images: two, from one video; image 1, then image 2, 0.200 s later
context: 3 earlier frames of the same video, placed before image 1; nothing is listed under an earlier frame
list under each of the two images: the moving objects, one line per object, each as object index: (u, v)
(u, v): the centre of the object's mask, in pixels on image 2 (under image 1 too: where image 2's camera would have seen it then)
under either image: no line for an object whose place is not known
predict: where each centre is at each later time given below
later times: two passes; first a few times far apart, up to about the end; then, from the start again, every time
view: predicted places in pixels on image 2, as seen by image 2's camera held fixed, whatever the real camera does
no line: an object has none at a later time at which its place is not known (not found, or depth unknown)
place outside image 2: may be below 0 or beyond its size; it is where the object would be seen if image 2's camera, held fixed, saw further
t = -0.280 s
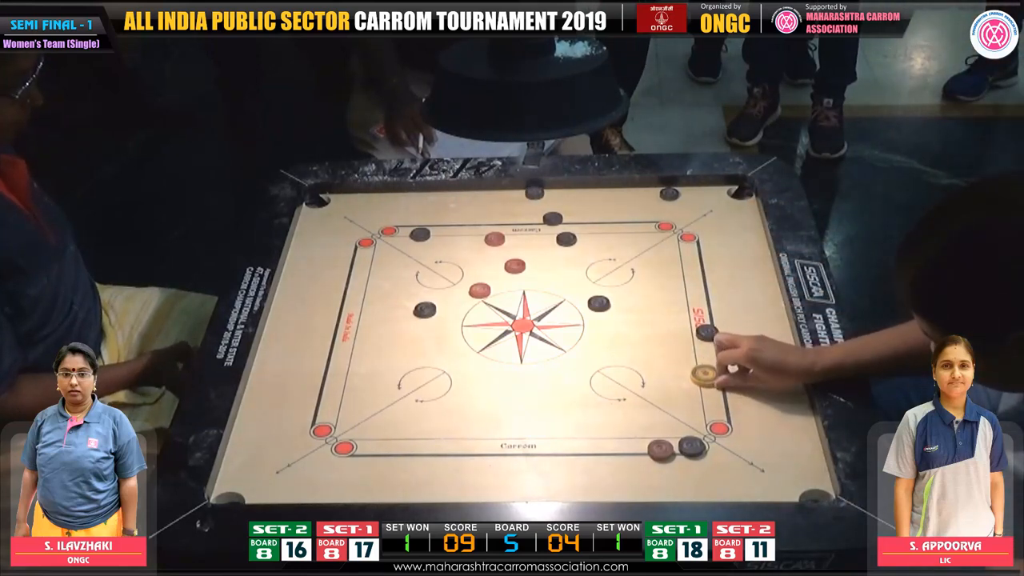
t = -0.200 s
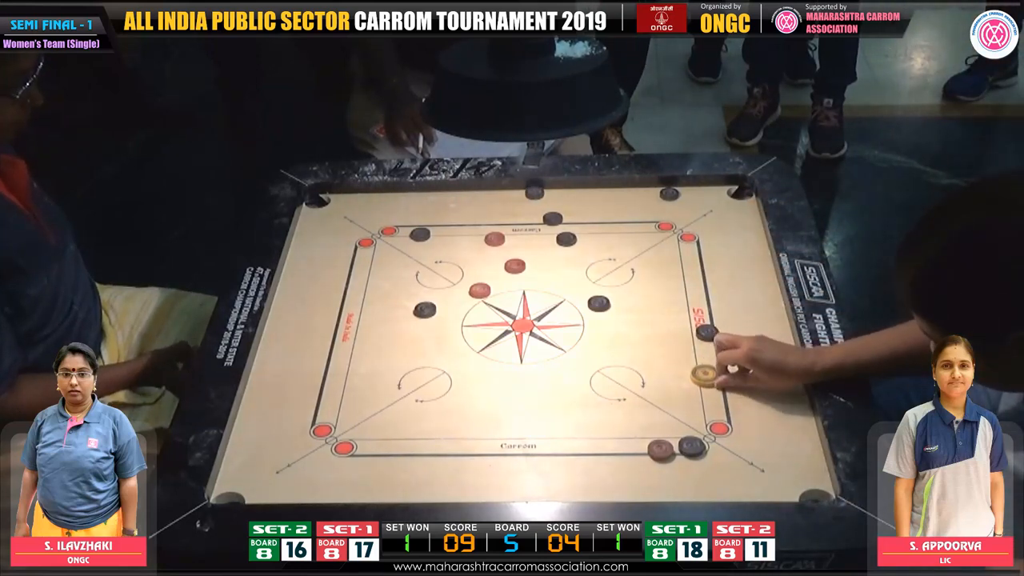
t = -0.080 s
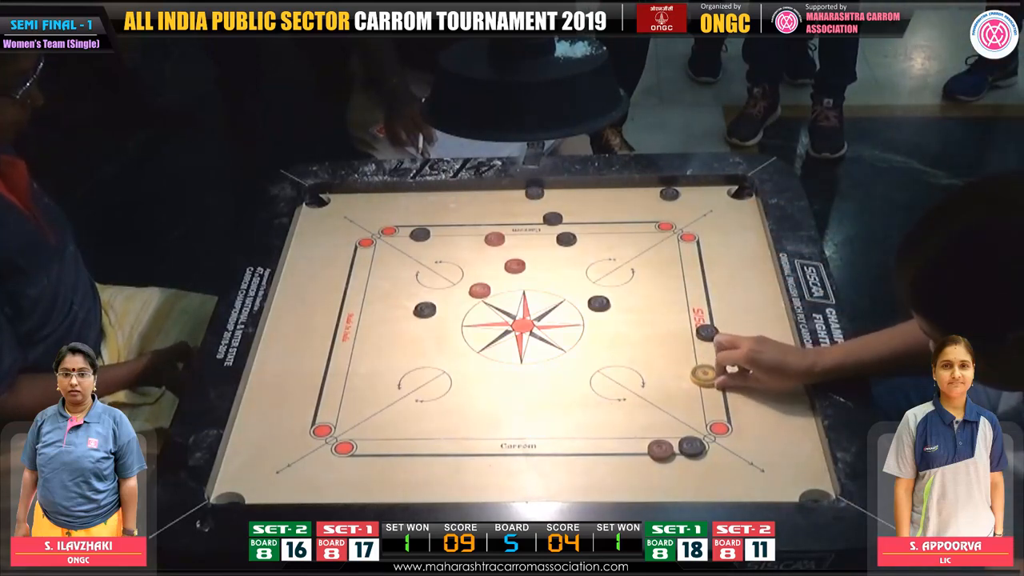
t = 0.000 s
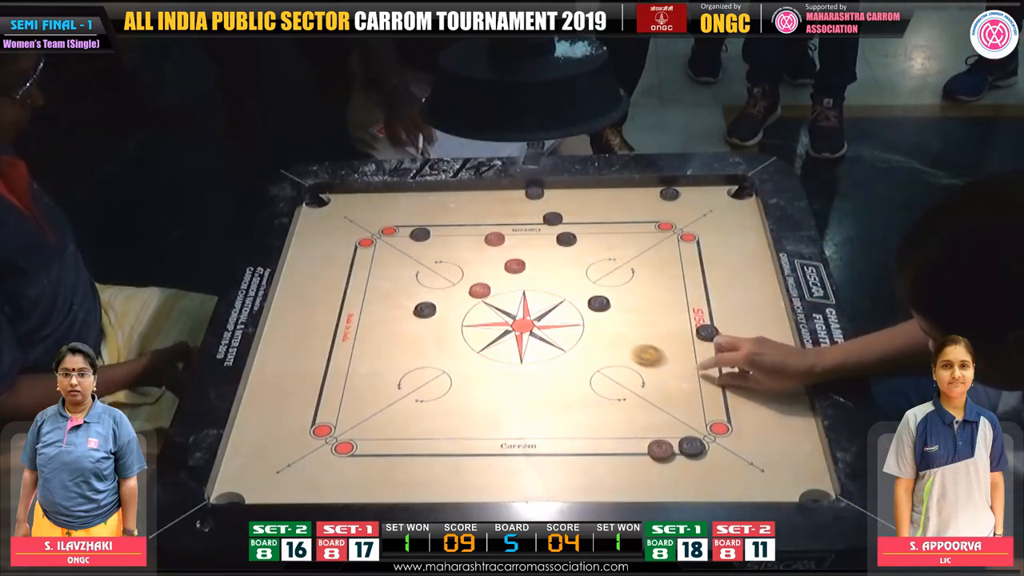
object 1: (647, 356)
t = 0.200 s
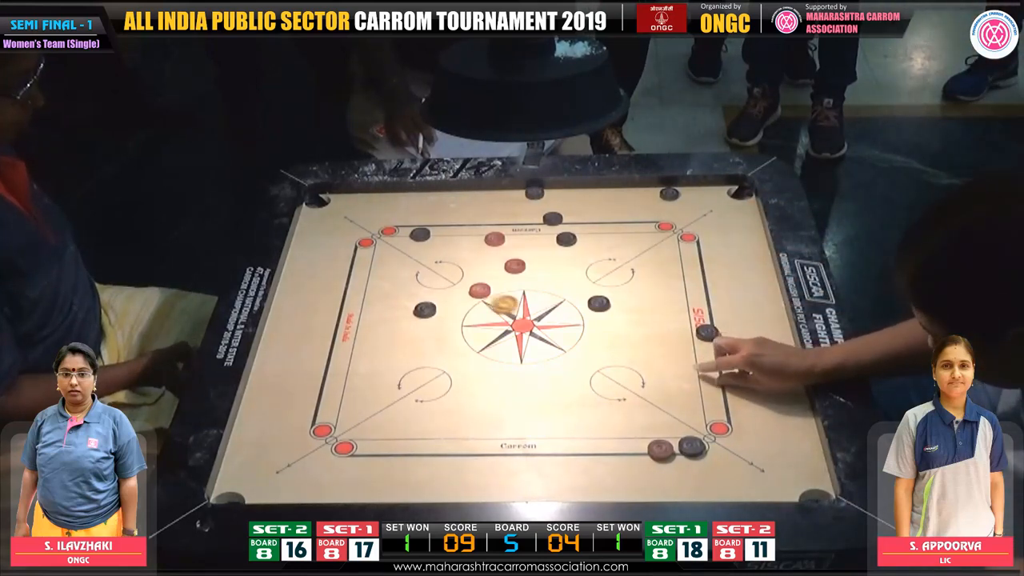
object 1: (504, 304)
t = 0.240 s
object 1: (486, 299)
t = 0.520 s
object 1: (421, 285)
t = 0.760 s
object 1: (409, 283)
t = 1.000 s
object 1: (409, 283)
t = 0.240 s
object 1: (486, 299)
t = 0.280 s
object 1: (474, 297)
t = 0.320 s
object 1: (462, 294)
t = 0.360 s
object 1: (451, 292)
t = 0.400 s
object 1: (442, 290)
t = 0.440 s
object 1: (434, 288)
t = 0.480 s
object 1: (427, 286)
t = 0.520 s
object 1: (421, 285)
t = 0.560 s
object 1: (416, 284)
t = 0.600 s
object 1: (413, 284)
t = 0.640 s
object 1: (410, 283)
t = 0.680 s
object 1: (409, 283)
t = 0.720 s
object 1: (409, 283)
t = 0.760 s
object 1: (409, 283)
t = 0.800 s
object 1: (409, 283)
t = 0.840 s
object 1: (409, 283)
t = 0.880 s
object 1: (409, 283)
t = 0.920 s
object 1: (409, 283)
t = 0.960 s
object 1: (409, 283)
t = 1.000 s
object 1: (409, 283)
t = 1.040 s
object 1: (409, 283)
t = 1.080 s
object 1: (409, 283)
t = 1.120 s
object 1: (409, 283)
